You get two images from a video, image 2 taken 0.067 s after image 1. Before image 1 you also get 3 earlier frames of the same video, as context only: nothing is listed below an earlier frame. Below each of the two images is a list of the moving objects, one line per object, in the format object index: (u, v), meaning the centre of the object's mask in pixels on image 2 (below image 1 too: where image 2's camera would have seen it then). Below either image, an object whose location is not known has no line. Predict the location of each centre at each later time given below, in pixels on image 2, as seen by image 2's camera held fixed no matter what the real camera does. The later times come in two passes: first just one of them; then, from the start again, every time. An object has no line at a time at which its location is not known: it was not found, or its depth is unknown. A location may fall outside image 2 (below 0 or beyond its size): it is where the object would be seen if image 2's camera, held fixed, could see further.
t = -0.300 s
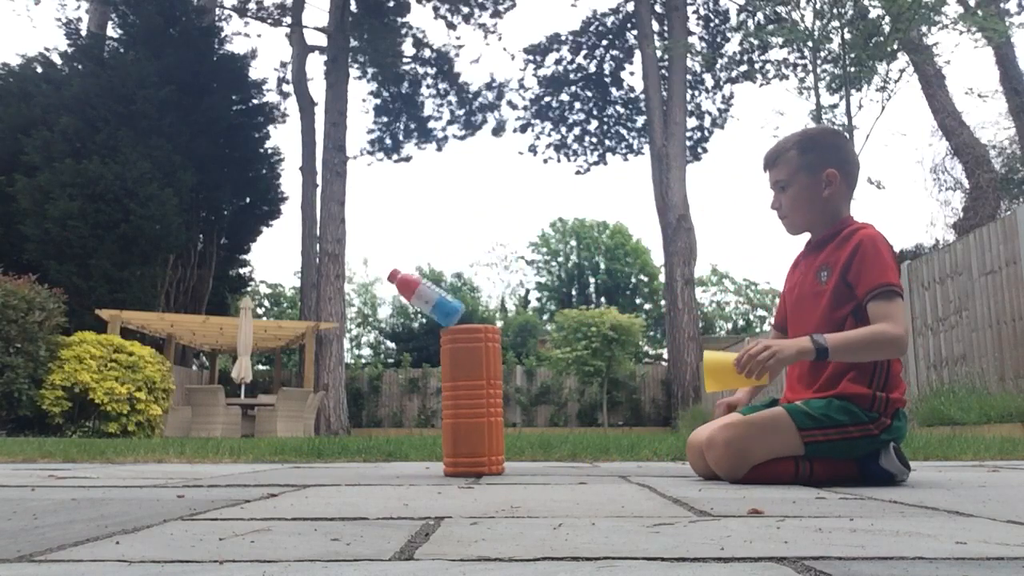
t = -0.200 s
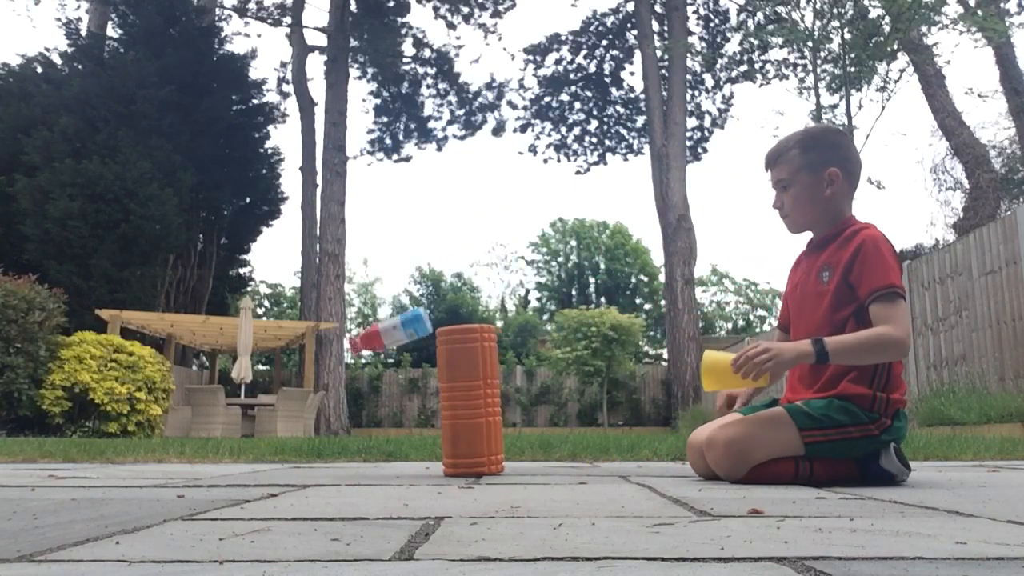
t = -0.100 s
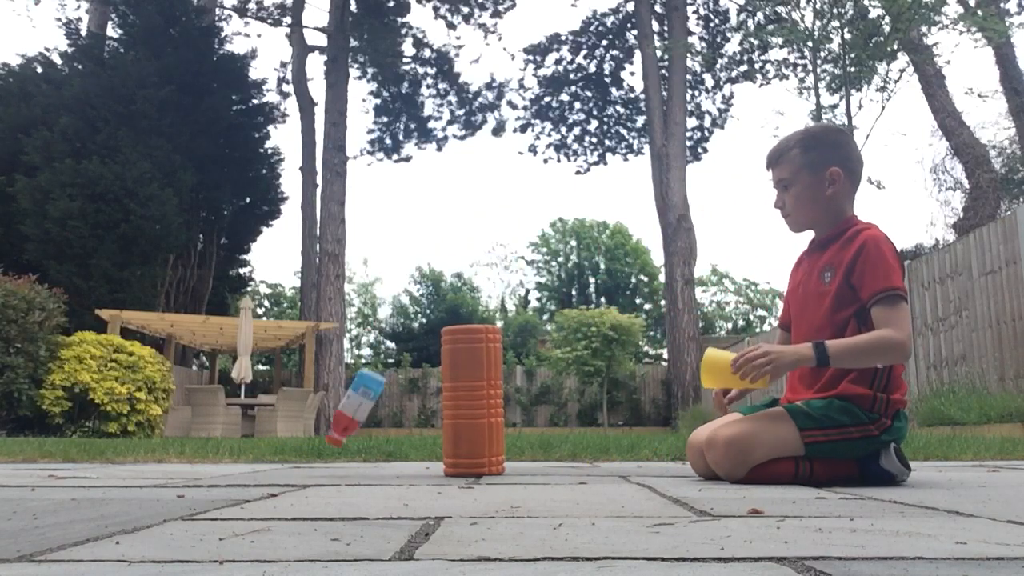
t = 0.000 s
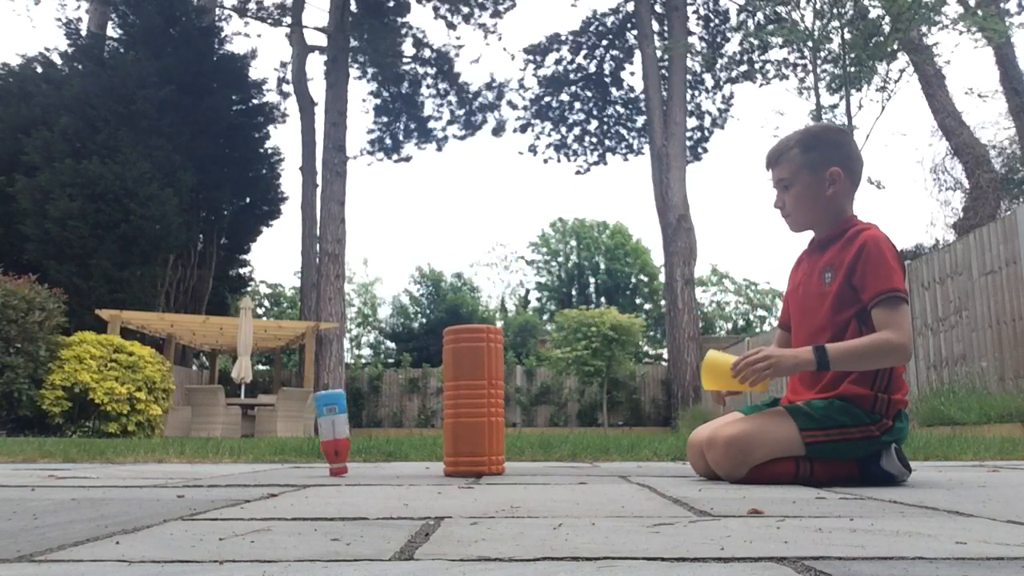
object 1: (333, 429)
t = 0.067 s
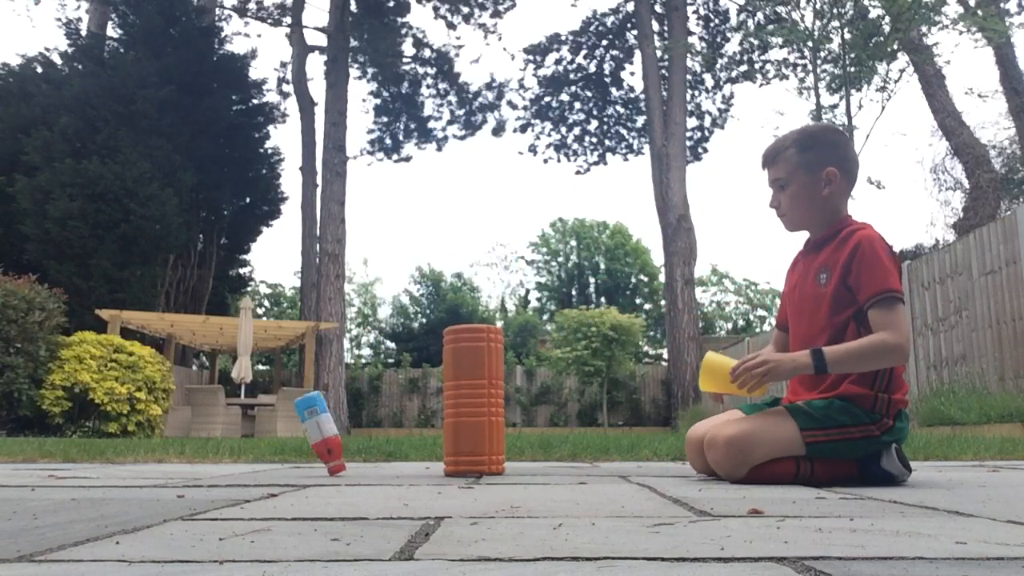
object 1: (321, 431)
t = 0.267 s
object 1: (275, 460)
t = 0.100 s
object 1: (312, 434)
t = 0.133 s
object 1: (301, 440)
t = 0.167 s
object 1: (291, 452)
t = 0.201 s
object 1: (283, 461)
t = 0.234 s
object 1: (279, 459)
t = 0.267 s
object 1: (275, 460)
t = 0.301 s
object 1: (272, 461)
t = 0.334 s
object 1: (269, 461)
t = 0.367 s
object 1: (268, 461)
